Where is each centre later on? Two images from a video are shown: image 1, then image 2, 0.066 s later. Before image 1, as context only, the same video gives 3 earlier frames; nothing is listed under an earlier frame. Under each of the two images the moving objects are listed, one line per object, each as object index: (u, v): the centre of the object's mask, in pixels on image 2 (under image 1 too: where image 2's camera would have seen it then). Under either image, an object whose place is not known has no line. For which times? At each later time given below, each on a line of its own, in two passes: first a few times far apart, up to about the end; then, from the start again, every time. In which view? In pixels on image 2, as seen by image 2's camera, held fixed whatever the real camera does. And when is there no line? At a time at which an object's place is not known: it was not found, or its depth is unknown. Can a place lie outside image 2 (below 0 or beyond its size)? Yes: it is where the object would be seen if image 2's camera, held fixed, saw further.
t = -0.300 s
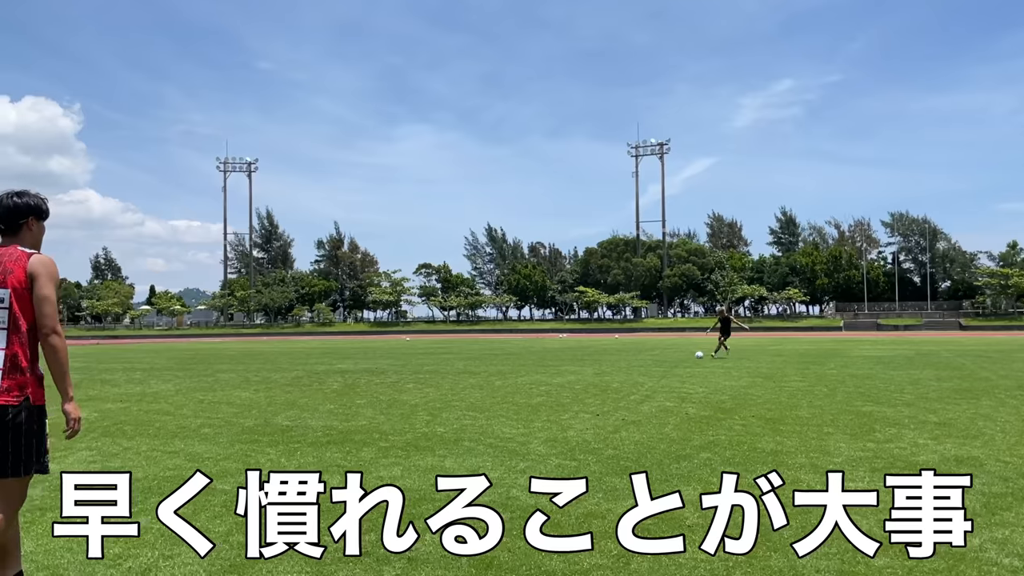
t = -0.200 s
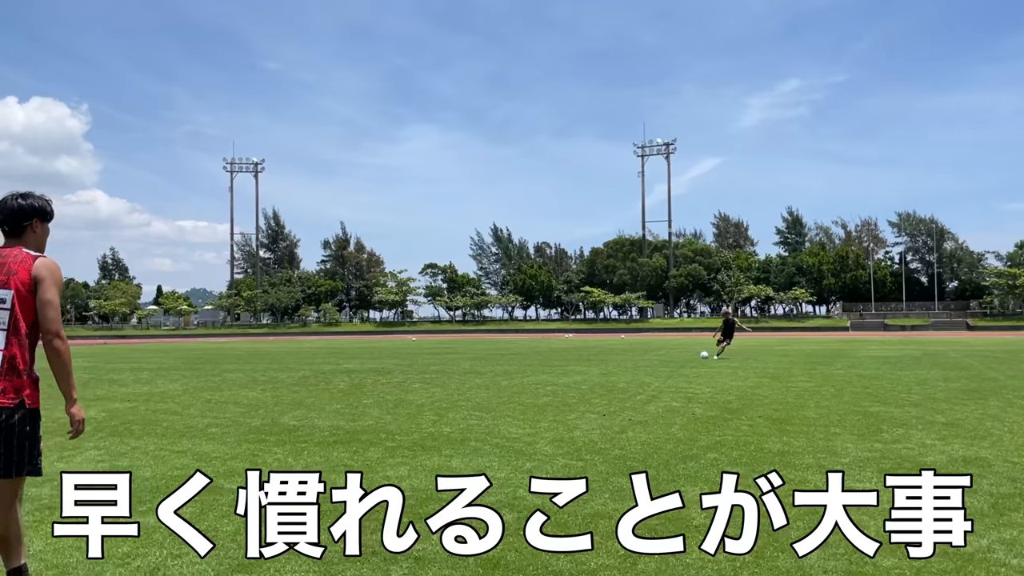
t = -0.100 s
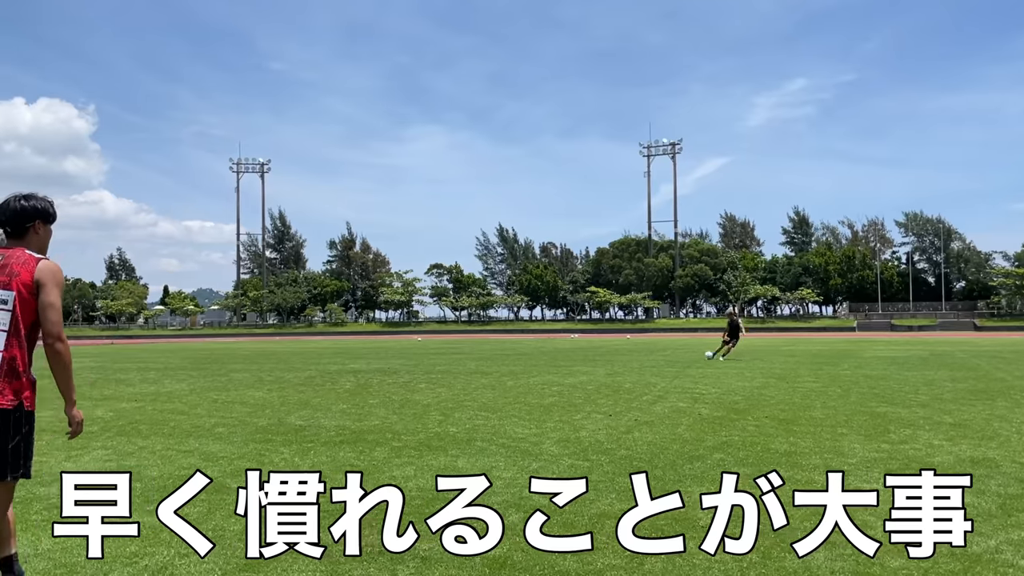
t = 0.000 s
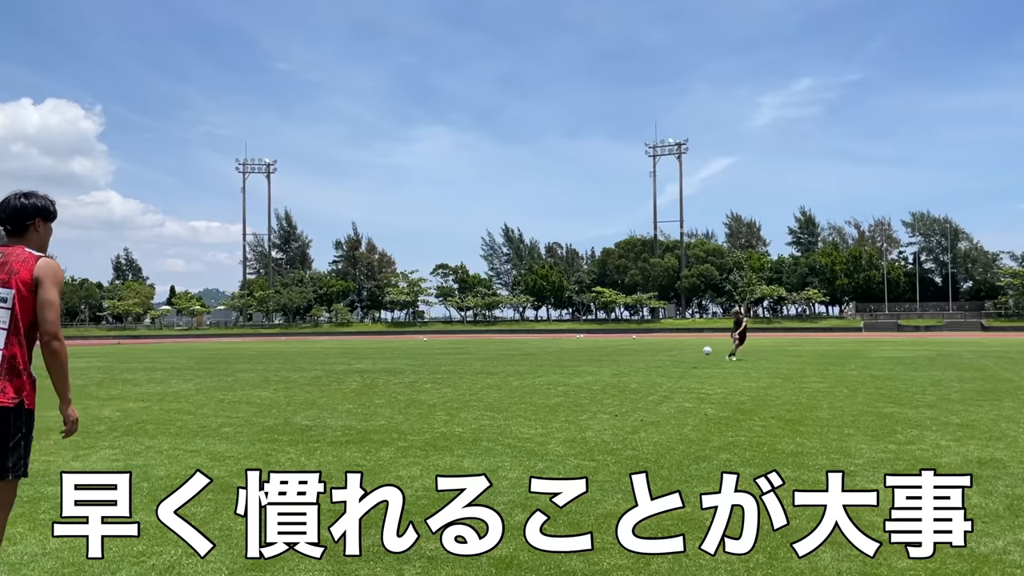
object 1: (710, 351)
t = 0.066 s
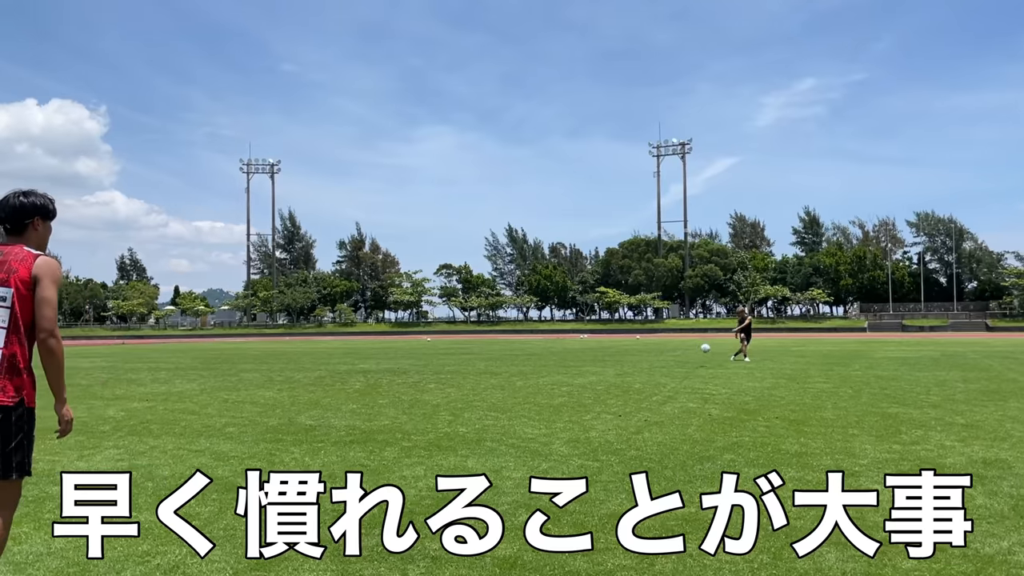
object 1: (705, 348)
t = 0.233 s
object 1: (690, 344)
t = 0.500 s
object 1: (652, 354)
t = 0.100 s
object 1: (702, 347)
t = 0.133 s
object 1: (699, 346)
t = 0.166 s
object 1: (696, 345)
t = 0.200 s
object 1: (693, 345)
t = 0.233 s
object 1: (690, 344)
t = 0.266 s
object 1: (687, 344)
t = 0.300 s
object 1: (683, 344)
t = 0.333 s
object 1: (678, 345)
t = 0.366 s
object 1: (674, 346)
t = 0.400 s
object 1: (669, 347)
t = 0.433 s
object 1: (664, 349)
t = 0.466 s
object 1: (658, 351)
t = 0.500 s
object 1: (652, 354)
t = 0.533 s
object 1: (645, 358)
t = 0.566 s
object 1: (638, 361)
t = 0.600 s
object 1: (630, 366)
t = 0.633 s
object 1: (622, 372)
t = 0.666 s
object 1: (612, 379)
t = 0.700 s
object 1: (602, 386)
